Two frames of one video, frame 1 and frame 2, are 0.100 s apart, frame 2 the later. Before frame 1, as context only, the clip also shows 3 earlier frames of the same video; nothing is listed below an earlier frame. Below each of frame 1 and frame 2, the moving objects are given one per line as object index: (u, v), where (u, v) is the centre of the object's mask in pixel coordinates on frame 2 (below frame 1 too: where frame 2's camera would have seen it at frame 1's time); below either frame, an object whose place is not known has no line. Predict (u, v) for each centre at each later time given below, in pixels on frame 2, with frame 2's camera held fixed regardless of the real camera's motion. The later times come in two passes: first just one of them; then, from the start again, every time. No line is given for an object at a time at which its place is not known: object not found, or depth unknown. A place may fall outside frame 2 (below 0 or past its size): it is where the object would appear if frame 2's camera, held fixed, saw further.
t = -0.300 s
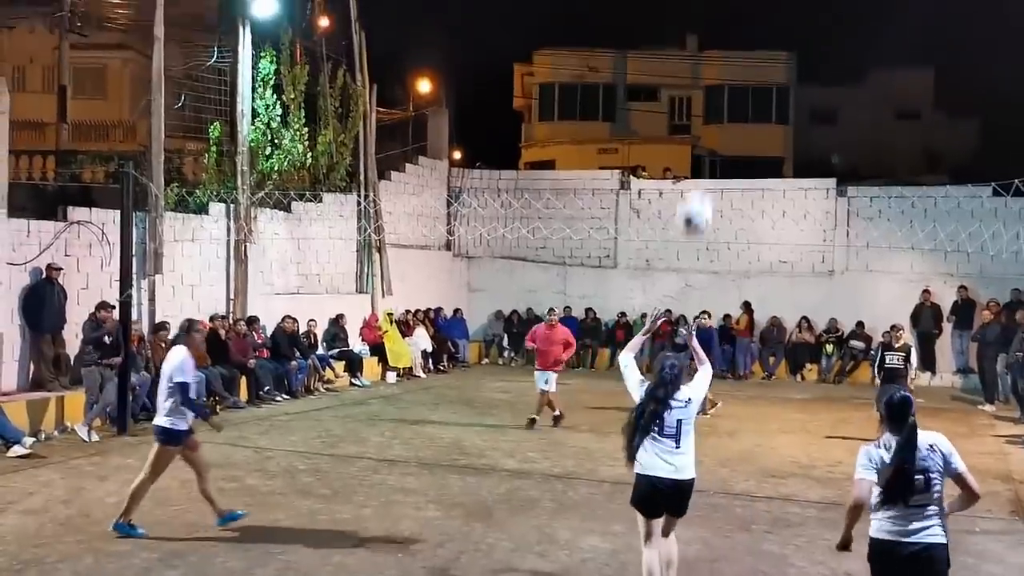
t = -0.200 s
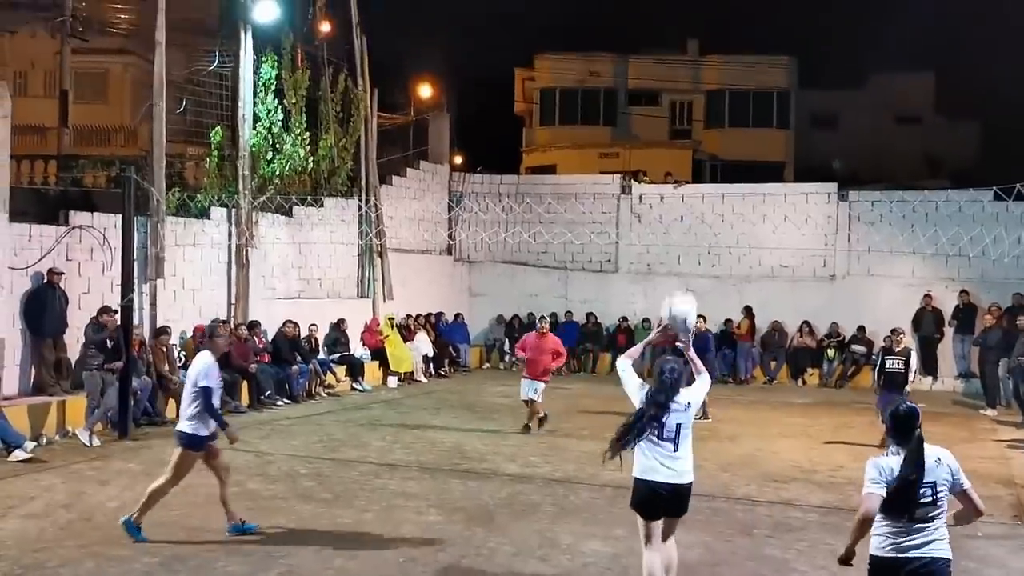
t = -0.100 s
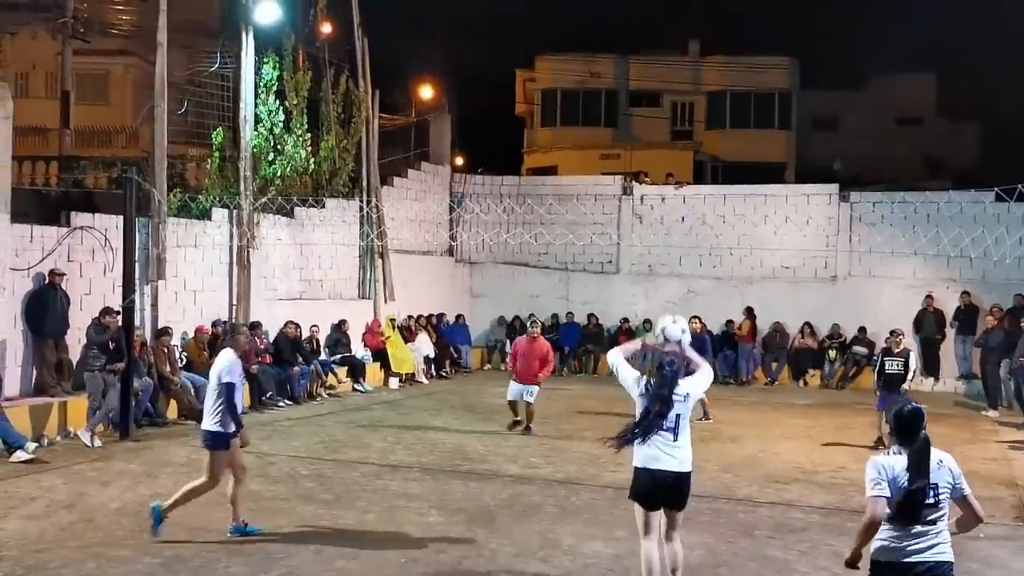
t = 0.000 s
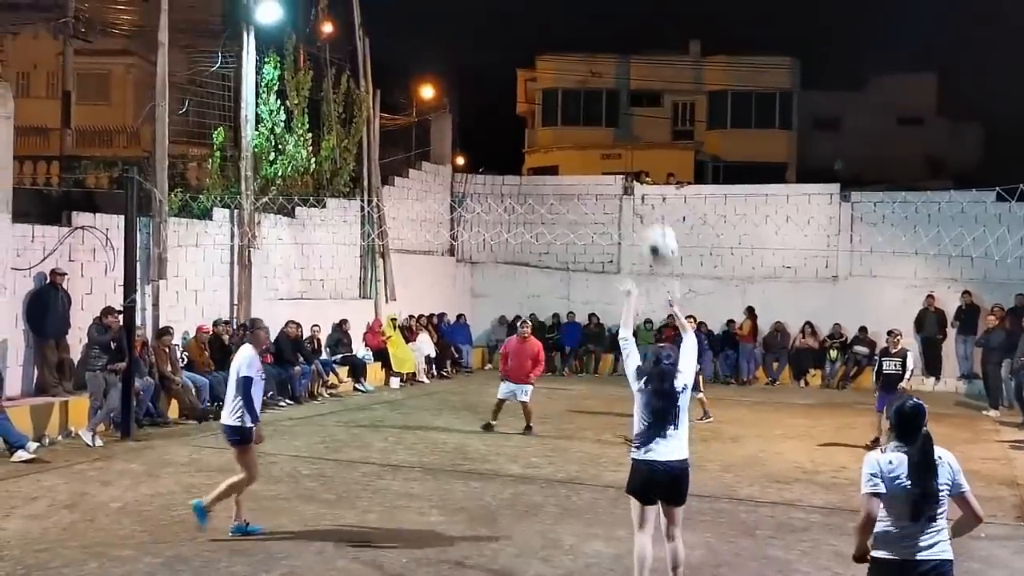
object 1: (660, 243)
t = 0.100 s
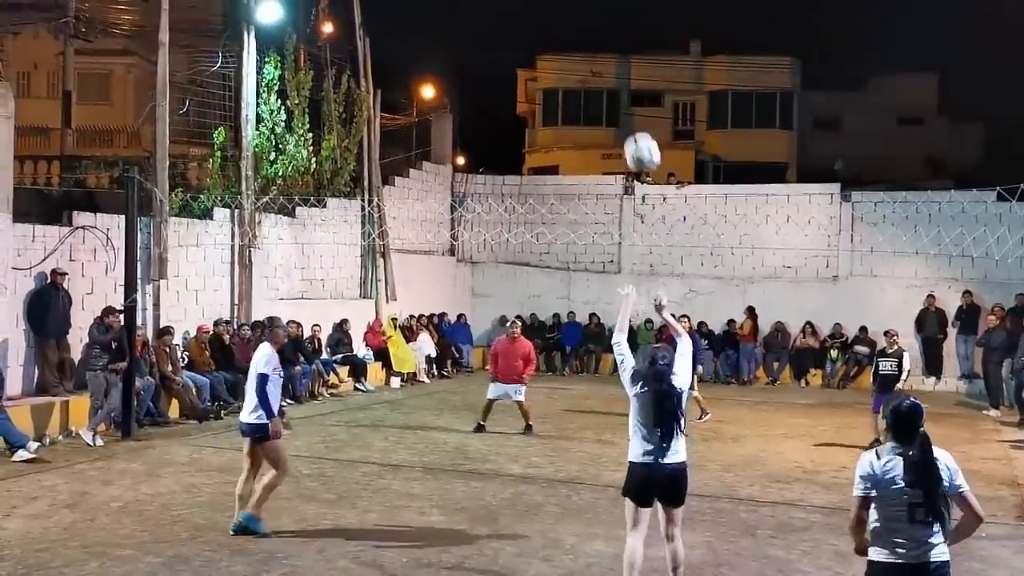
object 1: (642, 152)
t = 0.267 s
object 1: (615, 49)
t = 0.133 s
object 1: (636, 127)
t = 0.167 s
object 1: (630, 104)
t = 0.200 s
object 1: (625, 83)
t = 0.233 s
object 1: (620, 67)
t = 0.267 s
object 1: (615, 49)
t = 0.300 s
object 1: (609, 34)
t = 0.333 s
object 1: (604, 21)
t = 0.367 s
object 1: (599, 14)
